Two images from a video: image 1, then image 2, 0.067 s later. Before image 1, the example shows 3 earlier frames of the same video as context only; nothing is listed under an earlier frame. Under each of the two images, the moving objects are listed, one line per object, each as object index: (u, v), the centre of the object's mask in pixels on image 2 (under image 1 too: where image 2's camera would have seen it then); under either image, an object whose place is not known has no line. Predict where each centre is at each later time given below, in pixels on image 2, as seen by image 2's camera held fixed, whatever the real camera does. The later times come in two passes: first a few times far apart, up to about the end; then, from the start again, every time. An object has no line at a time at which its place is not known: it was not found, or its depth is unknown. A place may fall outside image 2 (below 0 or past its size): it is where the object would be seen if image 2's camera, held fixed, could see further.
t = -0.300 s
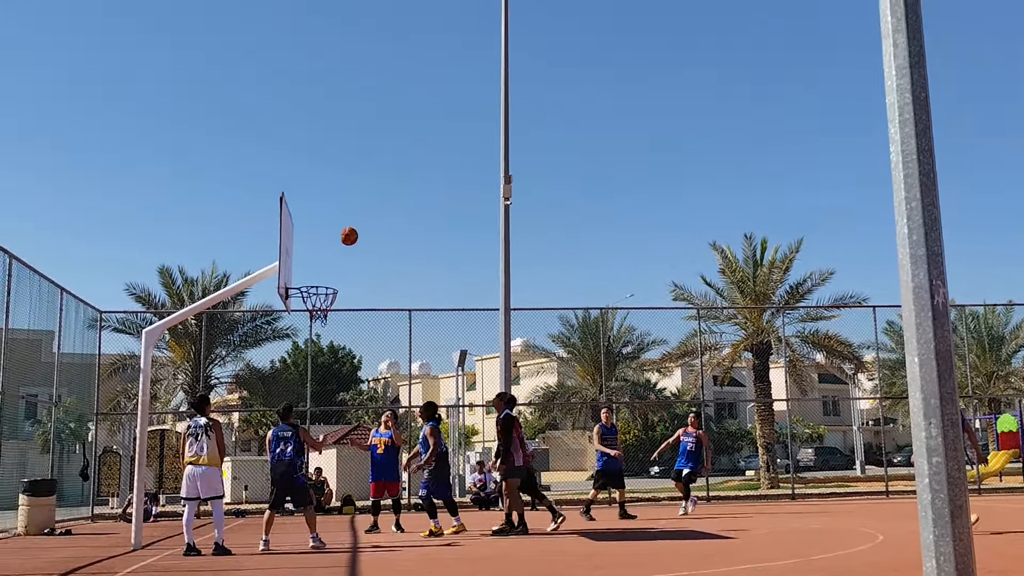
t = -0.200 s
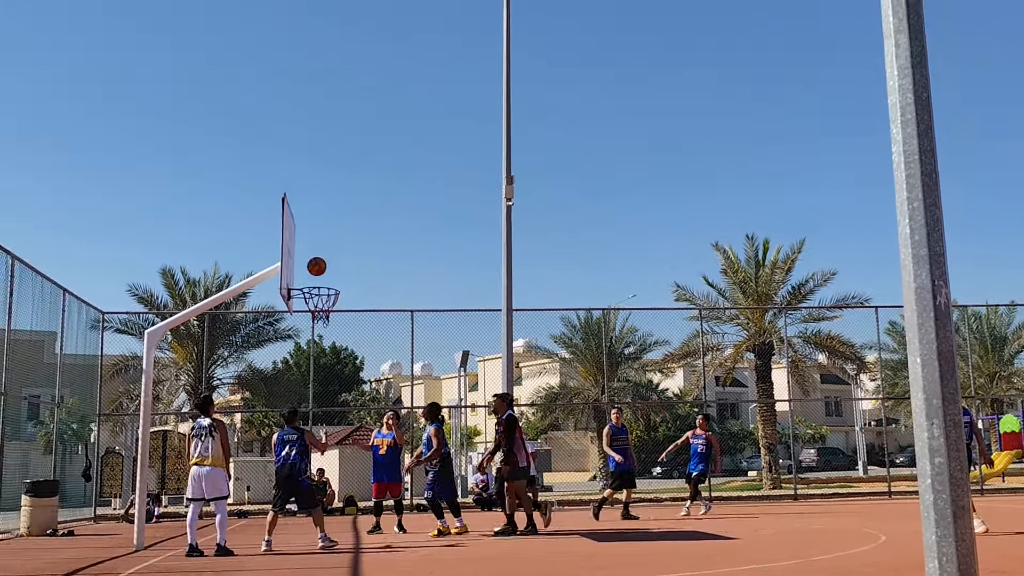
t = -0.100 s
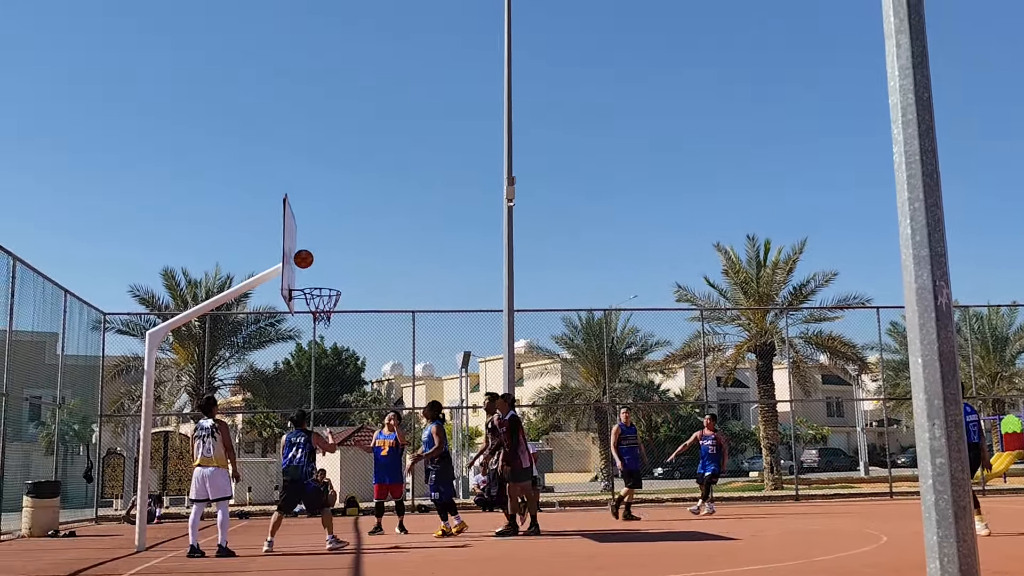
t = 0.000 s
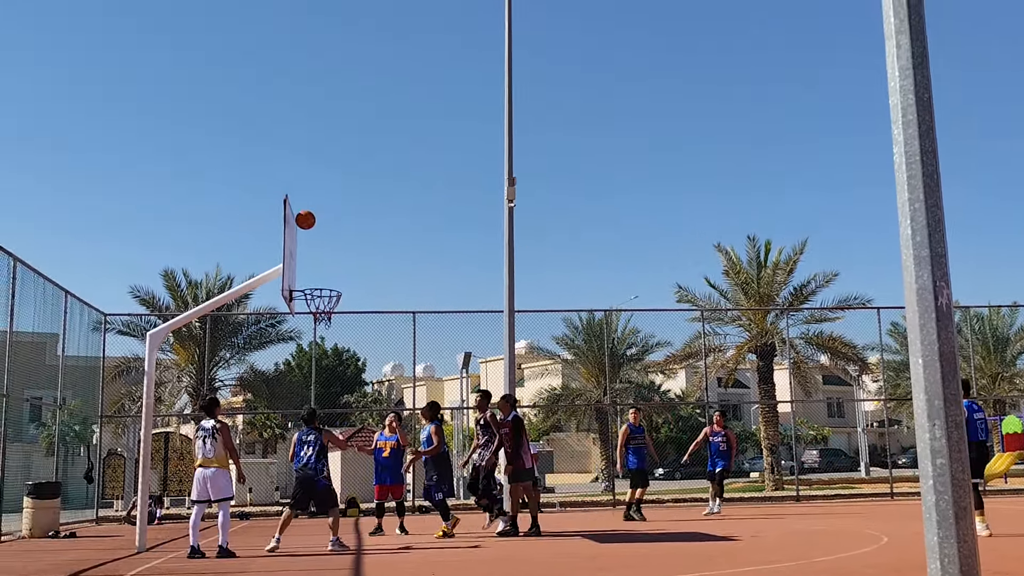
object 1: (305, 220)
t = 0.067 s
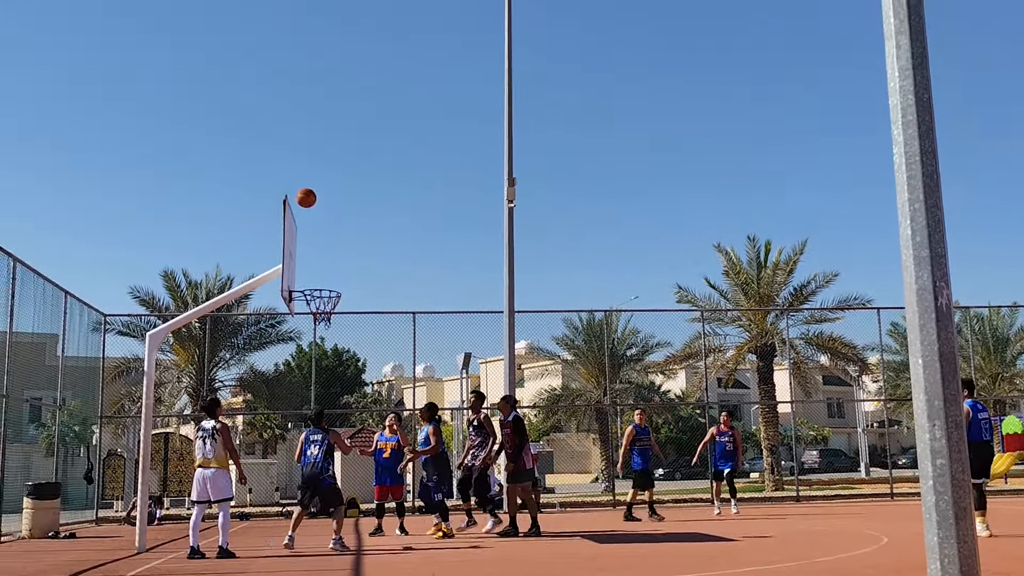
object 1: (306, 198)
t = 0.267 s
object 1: (309, 150)
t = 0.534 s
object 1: (311, 134)
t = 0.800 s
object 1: (314, 175)
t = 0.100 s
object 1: (306, 188)
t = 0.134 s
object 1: (307, 179)
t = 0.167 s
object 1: (307, 170)
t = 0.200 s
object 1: (308, 163)
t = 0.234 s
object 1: (308, 156)
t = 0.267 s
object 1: (309, 150)
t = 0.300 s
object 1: (309, 145)
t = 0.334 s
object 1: (309, 141)
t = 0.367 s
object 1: (310, 138)
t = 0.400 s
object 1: (310, 135)
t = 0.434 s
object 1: (310, 134)
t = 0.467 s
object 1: (311, 133)
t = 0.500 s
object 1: (311, 133)
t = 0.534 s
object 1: (311, 134)
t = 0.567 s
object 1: (312, 136)
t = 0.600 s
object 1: (312, 139)
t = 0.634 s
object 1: (313, 143)
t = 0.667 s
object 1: (313, 147)
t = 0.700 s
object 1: (313, 153)
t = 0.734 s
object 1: (314, 160)
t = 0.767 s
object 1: (314, 167)
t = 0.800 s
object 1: (314, 175)
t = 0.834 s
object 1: (315, 185)
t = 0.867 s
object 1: (315, 196)
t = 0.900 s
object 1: (315, 207)
